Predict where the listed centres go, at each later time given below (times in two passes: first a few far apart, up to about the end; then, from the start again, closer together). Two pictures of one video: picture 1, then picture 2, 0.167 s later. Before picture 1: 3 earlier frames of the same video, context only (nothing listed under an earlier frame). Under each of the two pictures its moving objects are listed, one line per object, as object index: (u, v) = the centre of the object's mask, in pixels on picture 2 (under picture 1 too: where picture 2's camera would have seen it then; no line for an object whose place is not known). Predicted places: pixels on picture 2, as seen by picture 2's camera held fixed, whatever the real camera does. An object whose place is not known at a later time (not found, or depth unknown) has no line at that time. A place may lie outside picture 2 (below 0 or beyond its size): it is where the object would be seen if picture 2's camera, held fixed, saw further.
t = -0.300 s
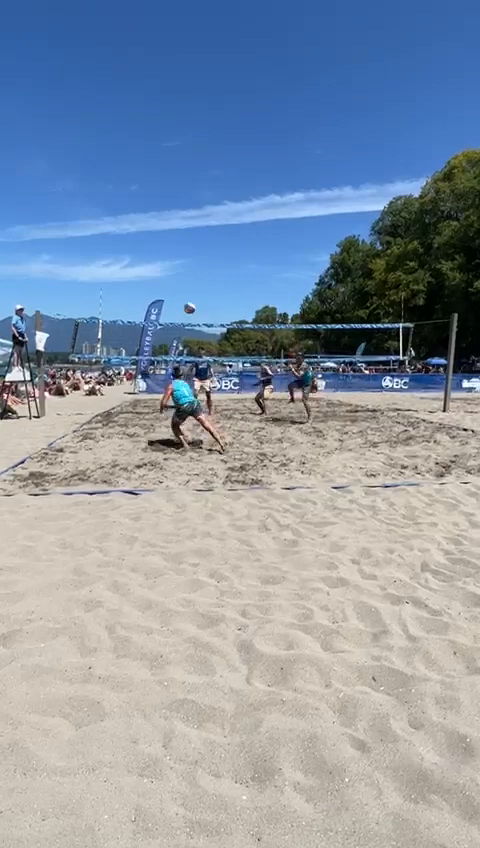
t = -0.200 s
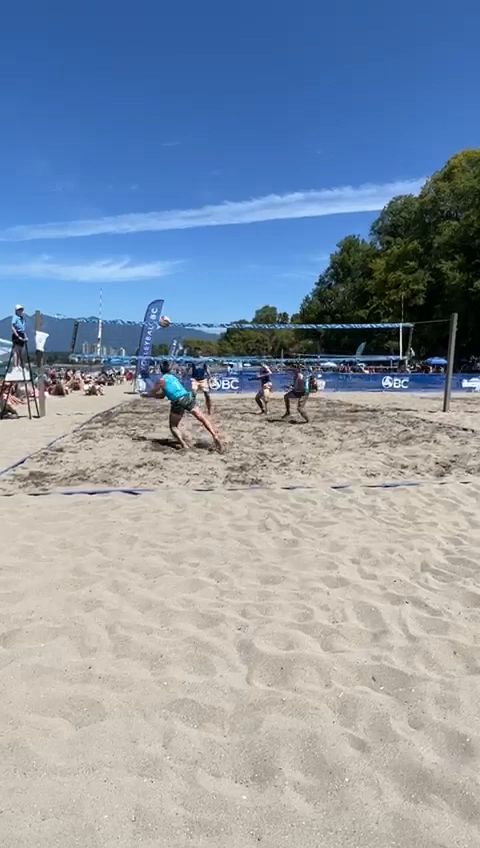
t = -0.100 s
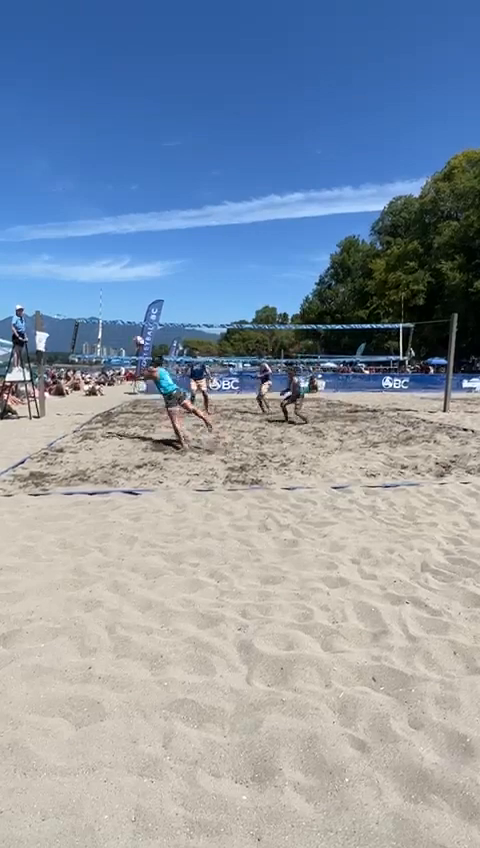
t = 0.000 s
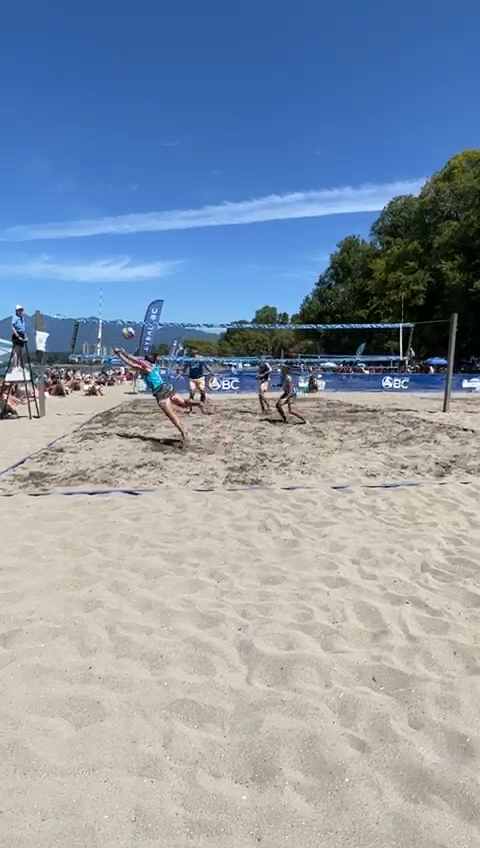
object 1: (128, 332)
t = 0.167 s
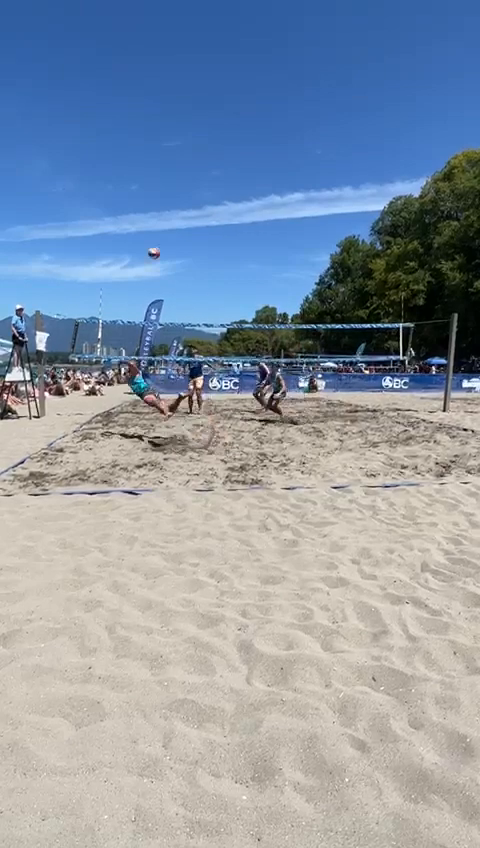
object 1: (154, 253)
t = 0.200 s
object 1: (158, 239)
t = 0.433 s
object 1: (190, 169)
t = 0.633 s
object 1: (216, 138)
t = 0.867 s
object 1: (243, 128)
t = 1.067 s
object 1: (264, 140)
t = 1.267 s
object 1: (283, 169)
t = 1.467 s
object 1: (299, 211)
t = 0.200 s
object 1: (158, 239)
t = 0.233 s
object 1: (163, 227)
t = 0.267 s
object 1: (168, 216)
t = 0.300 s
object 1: (173, 205)
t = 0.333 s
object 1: (177, 194)
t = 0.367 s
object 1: (181, 186)
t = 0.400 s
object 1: (186, 177)
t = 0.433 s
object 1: (190, 169)
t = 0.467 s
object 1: (195, 162)
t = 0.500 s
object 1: (199, 156)
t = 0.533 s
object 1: (203, 151)
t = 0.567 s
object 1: (208, 146)
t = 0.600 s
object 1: (212, 142)
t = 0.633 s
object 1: (216, 138)
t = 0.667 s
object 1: (220, 135)
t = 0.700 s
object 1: (224, 133)
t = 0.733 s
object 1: (228, 130)
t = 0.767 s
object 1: (232, 129)
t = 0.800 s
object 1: (236, 129)
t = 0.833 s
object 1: (239, 128)
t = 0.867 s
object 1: (243, 128)
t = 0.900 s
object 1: (247, 129)
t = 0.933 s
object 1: (250, 130)
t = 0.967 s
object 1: (254, 133)
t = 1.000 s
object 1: (258, 135)
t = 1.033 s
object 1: (261, 137)
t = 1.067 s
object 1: (264, 140)
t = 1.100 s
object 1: (268, 145)
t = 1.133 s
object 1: (271, 149)
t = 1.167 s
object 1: (274, 153)
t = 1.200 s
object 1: (277, 158)
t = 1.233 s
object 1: (280, 163)
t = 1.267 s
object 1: (283, 169)
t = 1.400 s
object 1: (295, 195)
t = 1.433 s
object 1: (297, 203)
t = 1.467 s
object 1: (299, 211)
